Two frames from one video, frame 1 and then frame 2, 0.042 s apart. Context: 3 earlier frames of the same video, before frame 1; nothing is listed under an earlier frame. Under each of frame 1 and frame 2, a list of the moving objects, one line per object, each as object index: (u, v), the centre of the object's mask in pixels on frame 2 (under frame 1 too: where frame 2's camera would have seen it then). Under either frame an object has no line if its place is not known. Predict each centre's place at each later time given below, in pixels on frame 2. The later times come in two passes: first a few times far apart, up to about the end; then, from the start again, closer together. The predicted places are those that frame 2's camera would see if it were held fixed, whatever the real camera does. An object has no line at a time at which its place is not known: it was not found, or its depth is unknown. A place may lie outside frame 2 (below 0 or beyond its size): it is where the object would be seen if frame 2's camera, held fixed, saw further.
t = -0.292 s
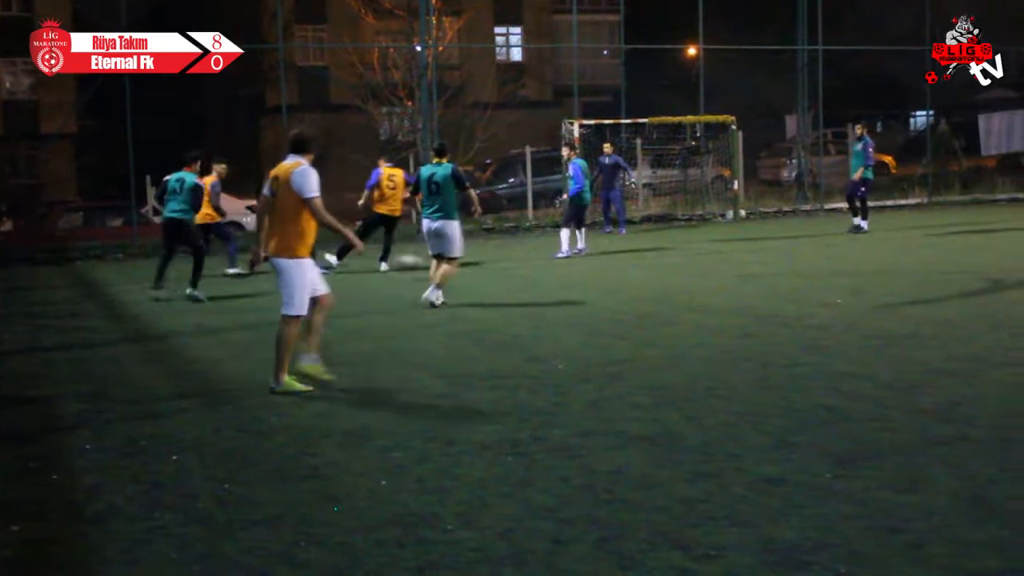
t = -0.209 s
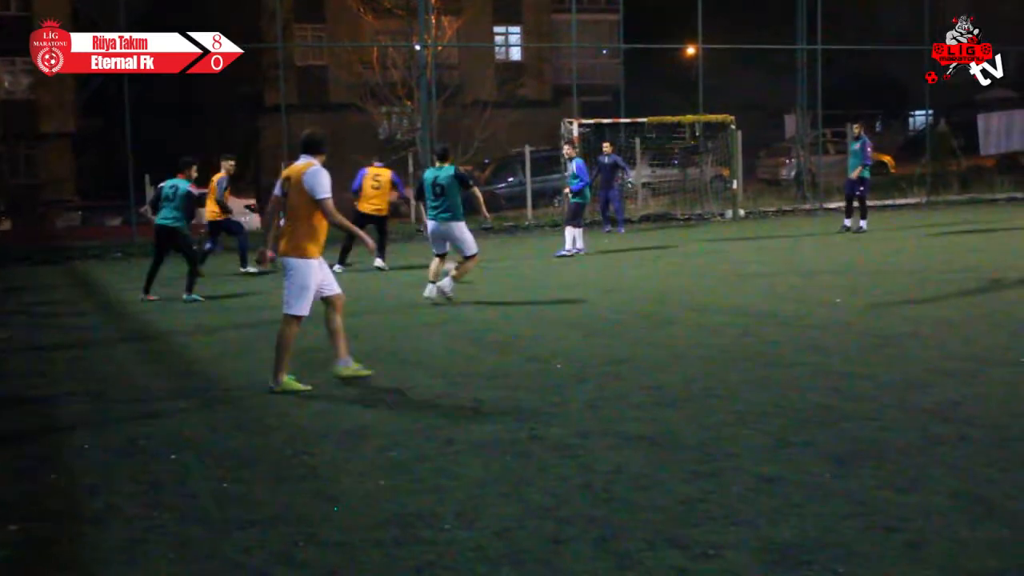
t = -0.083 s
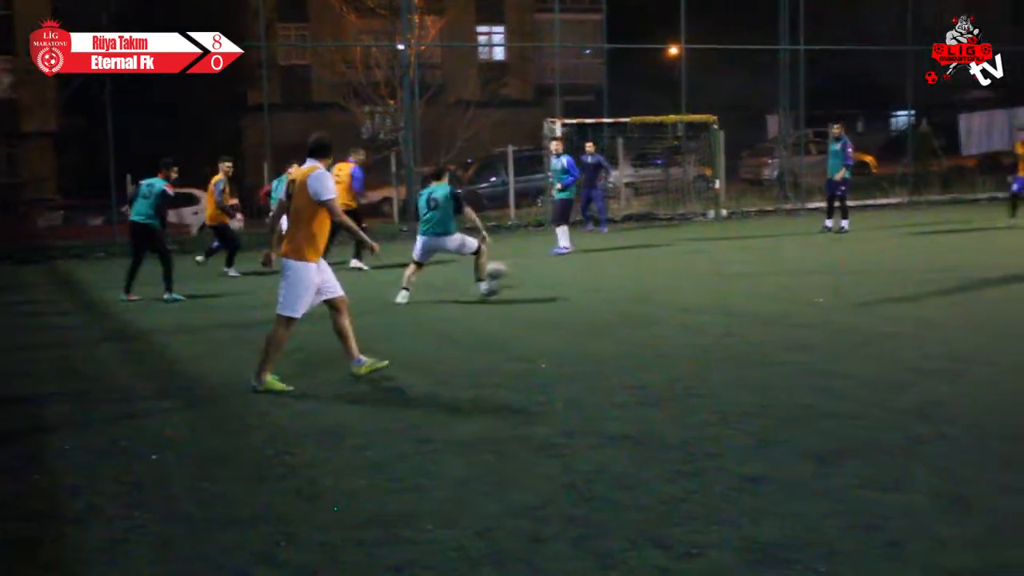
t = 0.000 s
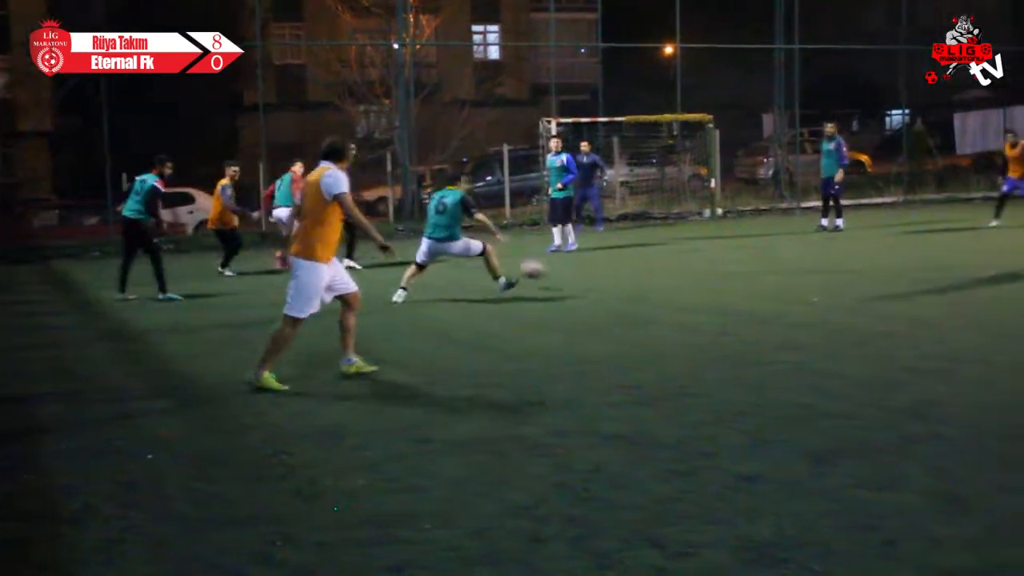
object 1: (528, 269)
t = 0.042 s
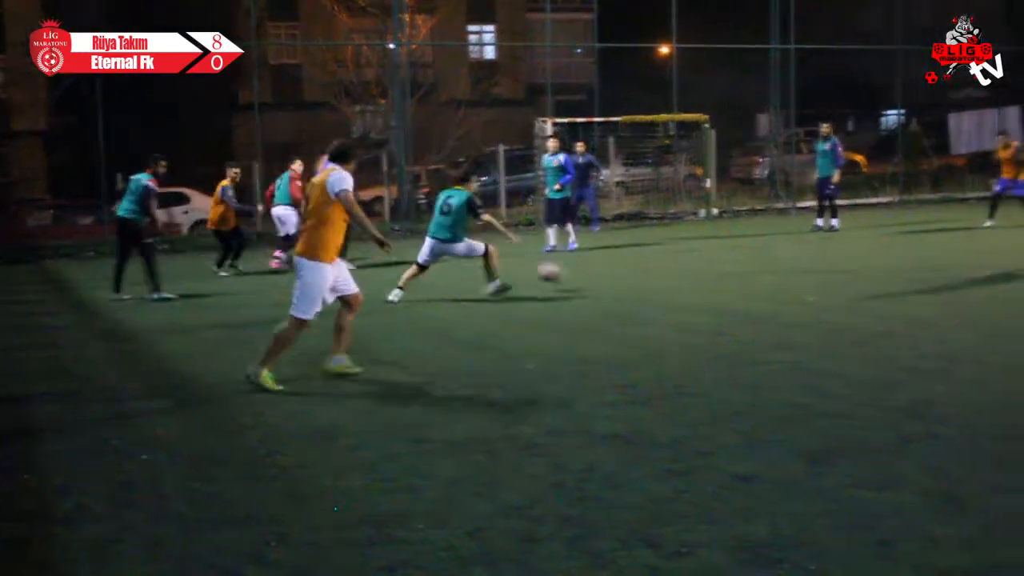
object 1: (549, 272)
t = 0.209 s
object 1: (633, 280)
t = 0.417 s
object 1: (725, 287)
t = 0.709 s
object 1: (864, 306)
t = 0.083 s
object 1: (572, 277)
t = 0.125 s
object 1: (596, 283)
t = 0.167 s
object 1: (616, 283)
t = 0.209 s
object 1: (633, 280)
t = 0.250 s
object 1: (651, 277)
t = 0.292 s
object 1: (667, 277)
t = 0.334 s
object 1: (686, 278)
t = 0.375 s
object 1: (705, 282)
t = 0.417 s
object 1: (725, 287)
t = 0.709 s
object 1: (864, 306)
